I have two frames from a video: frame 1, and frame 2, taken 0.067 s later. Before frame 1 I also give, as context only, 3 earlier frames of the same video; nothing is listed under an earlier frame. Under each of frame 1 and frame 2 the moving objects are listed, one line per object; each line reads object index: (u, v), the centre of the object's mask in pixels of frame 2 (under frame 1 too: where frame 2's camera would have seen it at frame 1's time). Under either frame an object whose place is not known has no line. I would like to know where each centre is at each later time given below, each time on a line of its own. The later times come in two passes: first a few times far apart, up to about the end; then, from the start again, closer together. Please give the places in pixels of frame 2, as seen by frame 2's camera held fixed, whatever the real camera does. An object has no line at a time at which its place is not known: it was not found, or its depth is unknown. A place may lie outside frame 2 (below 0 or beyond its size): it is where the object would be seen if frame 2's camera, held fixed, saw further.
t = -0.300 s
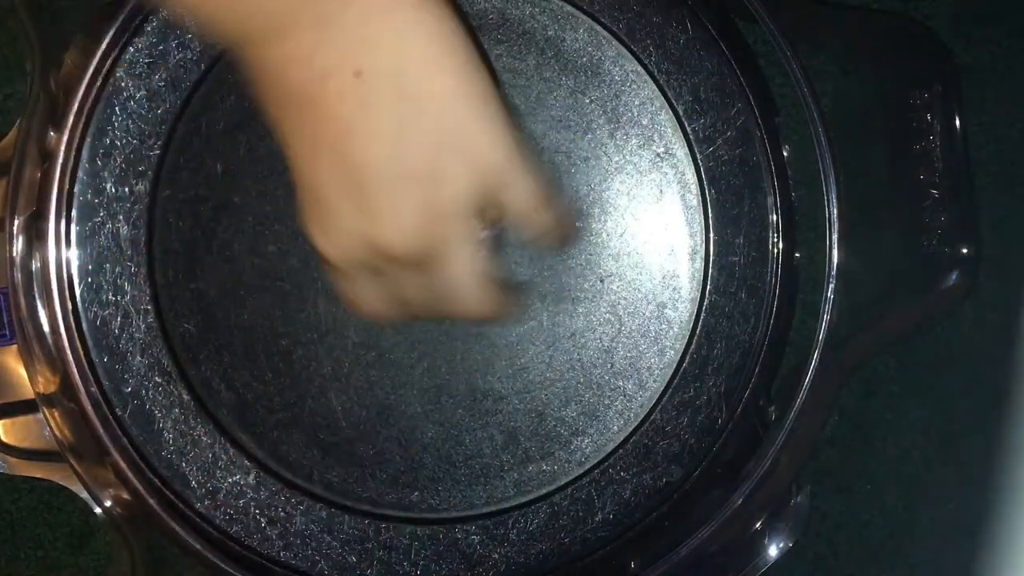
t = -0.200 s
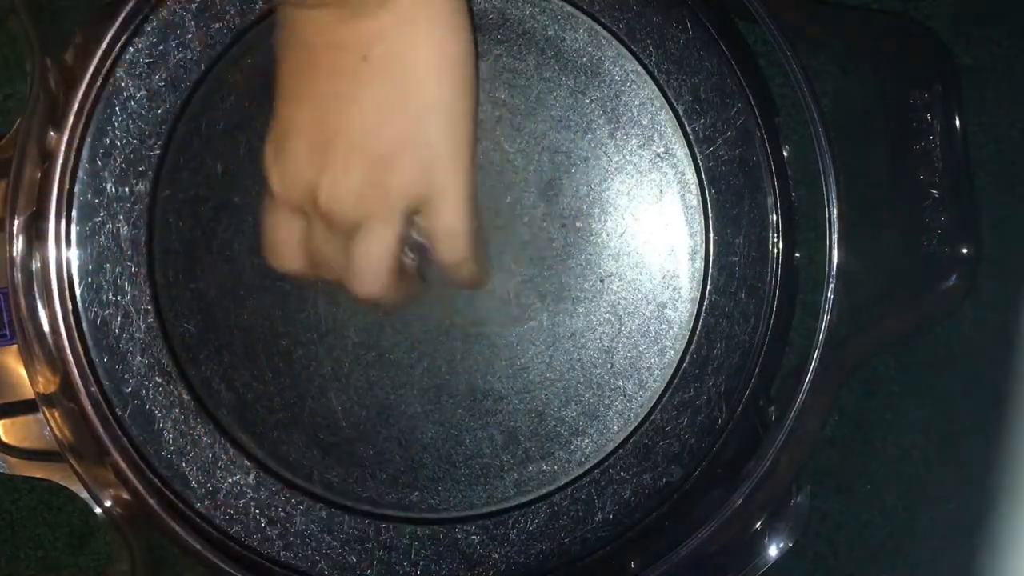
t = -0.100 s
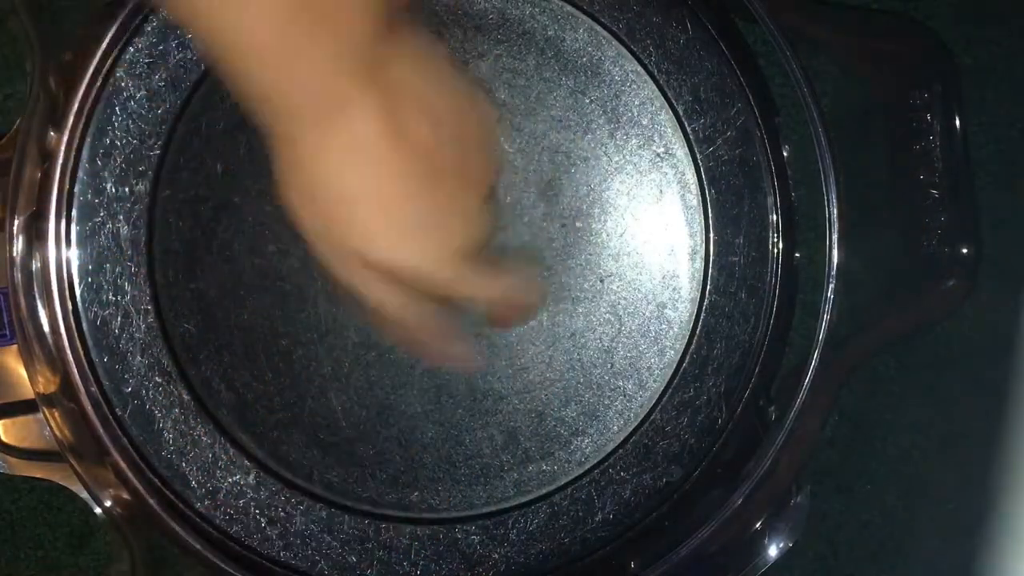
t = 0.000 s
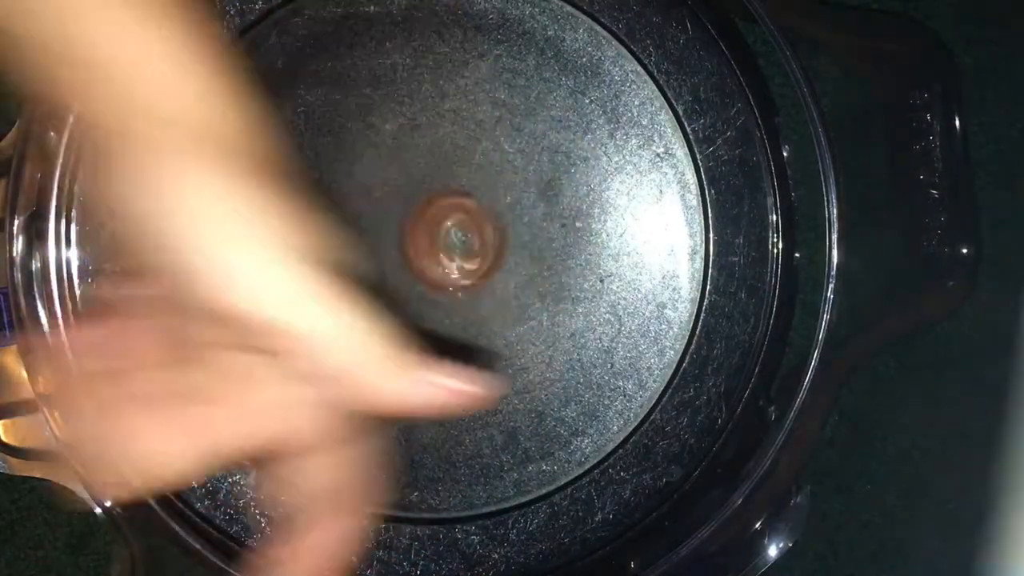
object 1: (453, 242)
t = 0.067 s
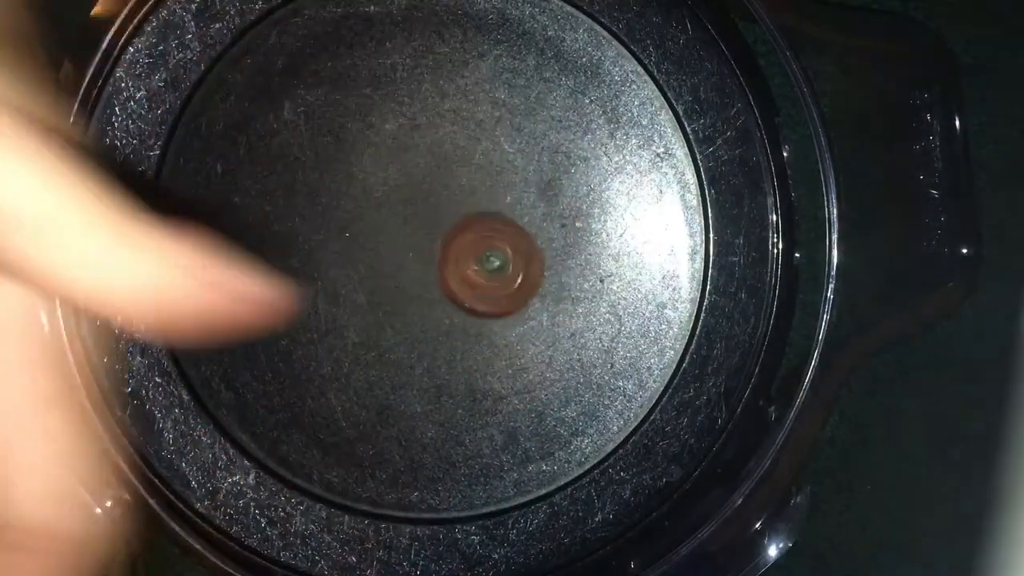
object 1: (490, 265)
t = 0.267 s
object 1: (522, 292)
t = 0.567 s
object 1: (464, 257)
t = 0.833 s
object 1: (370, 247)
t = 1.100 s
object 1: (375, 268)
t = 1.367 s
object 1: (445, 264)
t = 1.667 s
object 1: (464, 211)
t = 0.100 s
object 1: (503, 275)
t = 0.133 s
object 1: (512, 285)
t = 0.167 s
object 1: (517, 289)
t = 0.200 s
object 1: (522, 292)
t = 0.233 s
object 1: (523, 292)
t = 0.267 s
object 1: (522, 292)
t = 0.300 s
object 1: (521, 290)
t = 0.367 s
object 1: (514, 288)
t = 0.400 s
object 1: (510, 285)
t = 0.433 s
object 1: (504, 282)
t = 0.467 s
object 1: (498, 276)
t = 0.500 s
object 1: (489, 271)
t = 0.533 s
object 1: (478, 263)
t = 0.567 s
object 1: (464, 257)
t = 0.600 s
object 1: (452, 252)
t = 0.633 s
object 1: (437, 248)
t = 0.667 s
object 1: (423, 244)
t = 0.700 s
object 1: (411, 242)
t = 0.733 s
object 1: (399, 242)
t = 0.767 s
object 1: (387, 243)
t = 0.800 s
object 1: (379, 244)
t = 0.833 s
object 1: (370, 247)
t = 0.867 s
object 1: (366, 250)
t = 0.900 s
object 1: (364, 253)
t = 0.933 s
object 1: (363, 255)
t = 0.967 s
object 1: (363, 259)
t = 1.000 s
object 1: (365, 261)
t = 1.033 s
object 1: (368, 263)
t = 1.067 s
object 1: (371, 265)
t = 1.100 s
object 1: (375, 268)
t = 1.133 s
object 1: (382, 271)
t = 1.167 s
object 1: (390, 273)
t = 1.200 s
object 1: (396, 275)
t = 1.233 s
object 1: (407, 275)
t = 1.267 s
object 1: (416, 274)
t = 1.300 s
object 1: (427, 271)
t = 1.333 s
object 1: (436, 268)
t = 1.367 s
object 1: (445, 264)
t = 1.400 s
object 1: (453, 258)
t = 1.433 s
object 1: (459, 253)
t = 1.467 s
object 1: (464, 246)
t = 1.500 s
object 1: (467, 239)
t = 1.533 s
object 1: (469, 233)
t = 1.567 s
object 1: (470, 227)
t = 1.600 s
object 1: (468, 220)
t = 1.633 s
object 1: (466, 216)
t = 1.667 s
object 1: (464, 211)
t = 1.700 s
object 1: (460, 209)
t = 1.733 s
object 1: (455, 205)
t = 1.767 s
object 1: (450, 205)
